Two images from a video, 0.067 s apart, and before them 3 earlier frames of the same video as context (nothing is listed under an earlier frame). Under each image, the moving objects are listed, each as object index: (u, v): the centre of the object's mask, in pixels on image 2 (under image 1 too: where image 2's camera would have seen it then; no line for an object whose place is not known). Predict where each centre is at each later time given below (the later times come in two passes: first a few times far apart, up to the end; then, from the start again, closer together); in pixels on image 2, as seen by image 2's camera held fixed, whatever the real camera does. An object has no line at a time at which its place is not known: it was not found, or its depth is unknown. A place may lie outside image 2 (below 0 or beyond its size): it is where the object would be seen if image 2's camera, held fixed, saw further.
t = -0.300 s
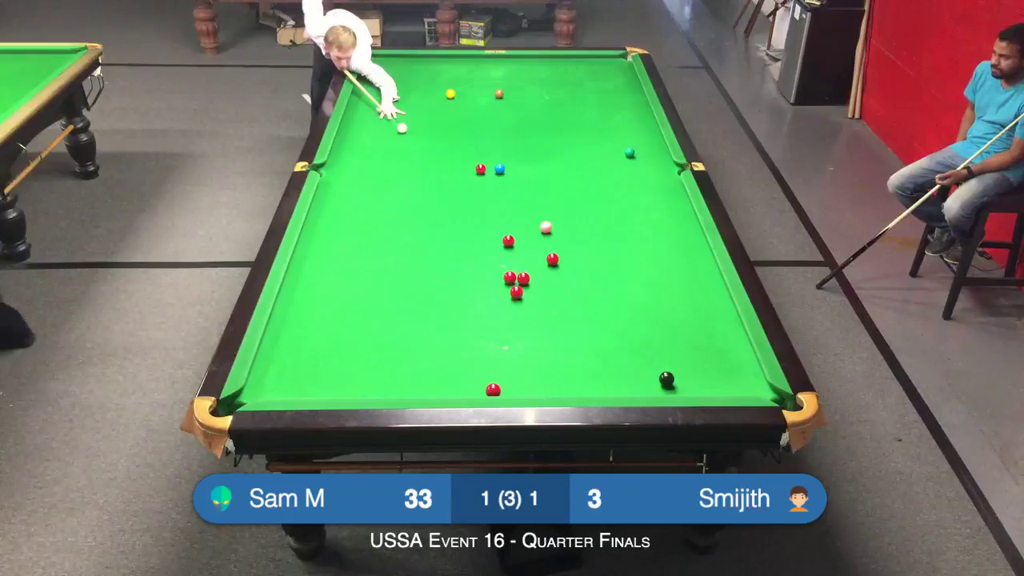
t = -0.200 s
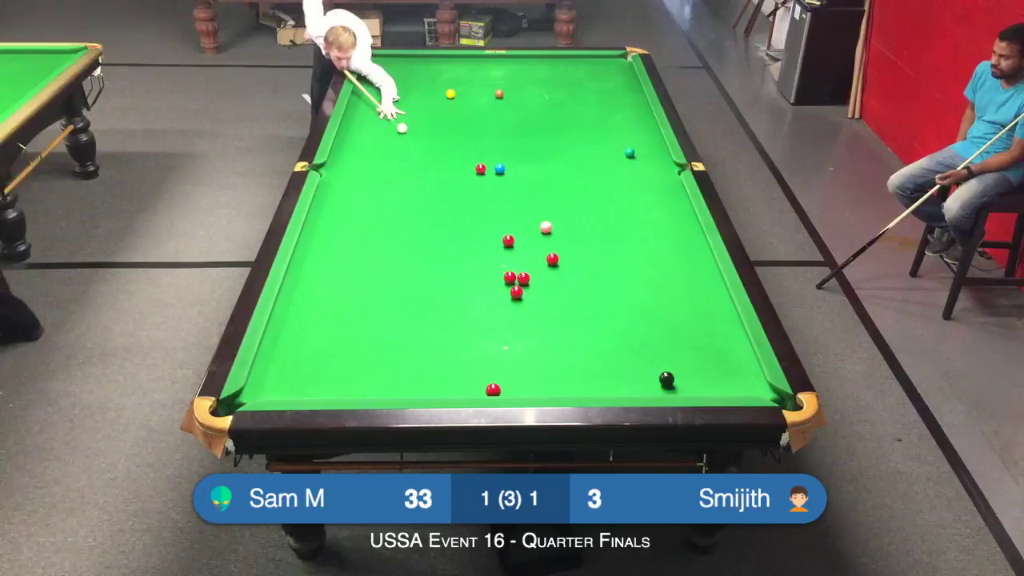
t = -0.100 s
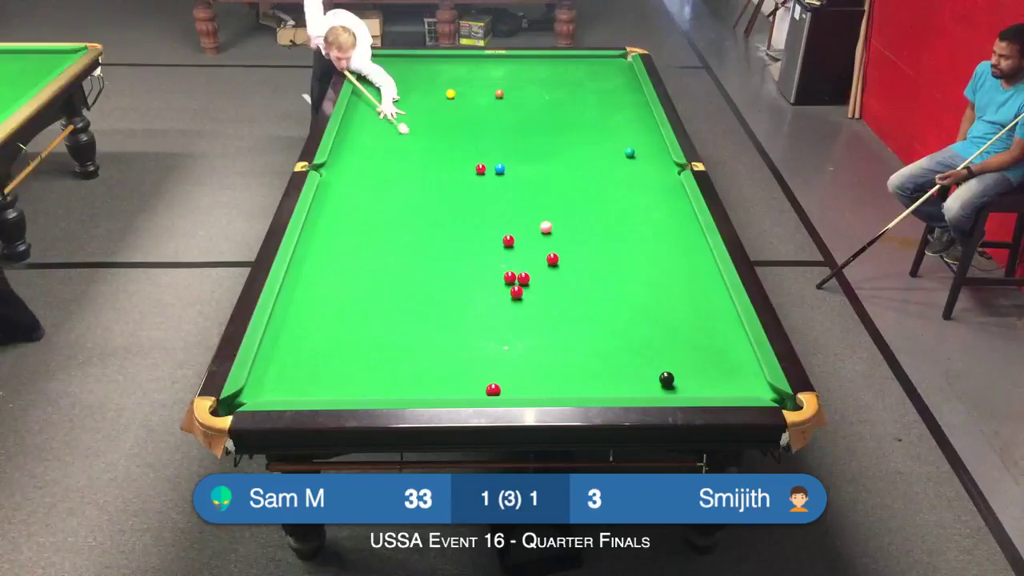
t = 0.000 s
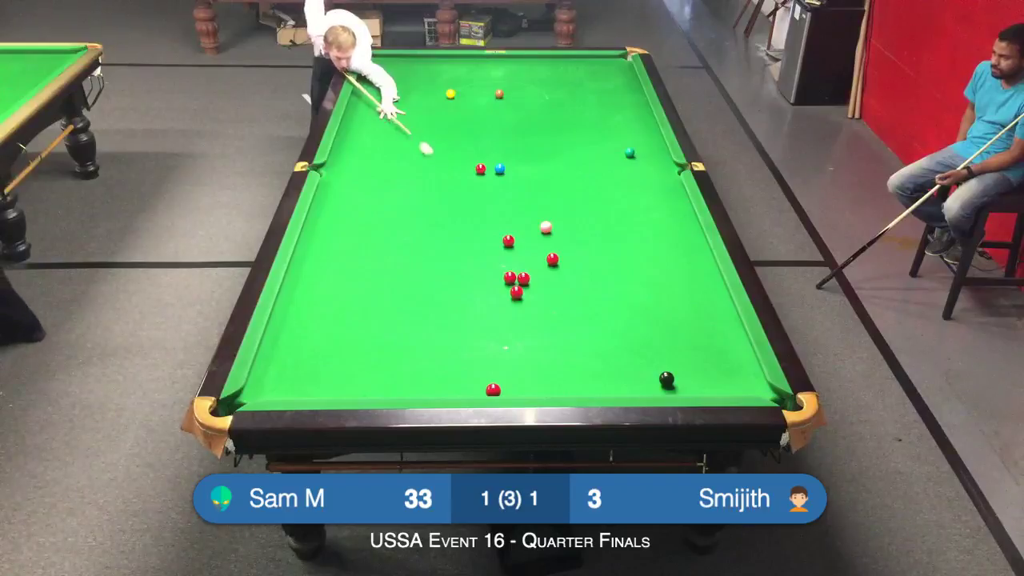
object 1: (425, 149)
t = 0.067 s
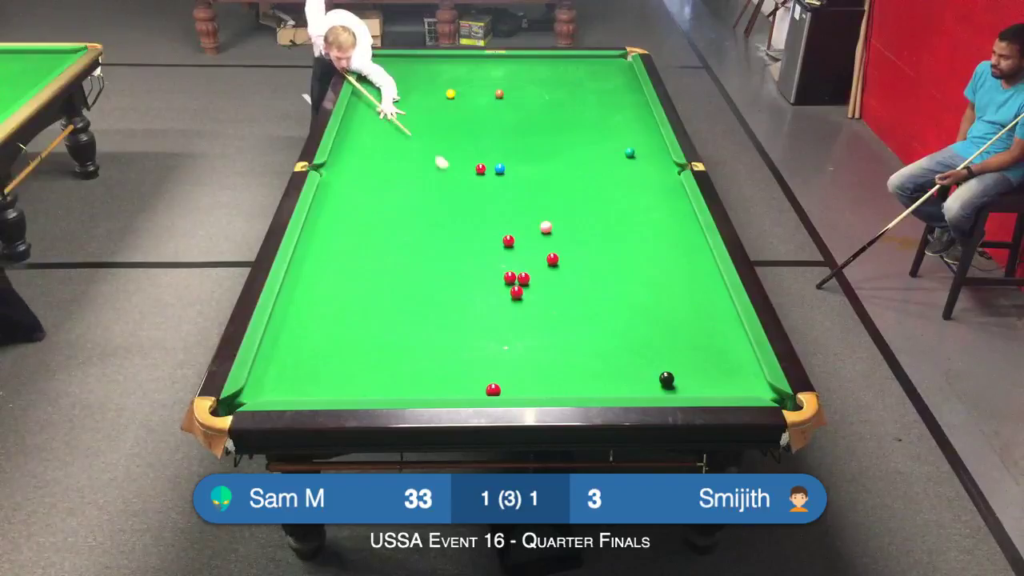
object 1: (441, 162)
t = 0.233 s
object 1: (480, 197)
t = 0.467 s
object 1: (532, 243)
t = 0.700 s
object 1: (537, 265)
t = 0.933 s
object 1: (537, 284)
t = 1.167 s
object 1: (538, 304)
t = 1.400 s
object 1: (538, 324)
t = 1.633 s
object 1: (538, 345)
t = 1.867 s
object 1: (538, 366)
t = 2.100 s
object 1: (538, 387)
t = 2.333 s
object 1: (537, 384)
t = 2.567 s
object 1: (534, 369)
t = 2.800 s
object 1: (532, 356)
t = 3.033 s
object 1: (529, 345)
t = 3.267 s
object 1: (527, 335)
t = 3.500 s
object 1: (525, 326)
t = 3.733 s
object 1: (524, 318)
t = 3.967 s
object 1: (522, 312)
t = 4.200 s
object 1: (521, 306)
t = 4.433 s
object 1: (520, 301)
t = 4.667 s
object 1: (519, 297)
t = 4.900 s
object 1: (519, 295)
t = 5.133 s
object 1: (519, 295)
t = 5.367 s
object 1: (519, 296)
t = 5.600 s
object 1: (519, 296)
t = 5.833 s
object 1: (519, 296)
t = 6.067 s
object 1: (519, 296)
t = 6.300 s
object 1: (519, 296)
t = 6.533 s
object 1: (519, 296)
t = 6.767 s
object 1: (519, 296)
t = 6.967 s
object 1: (519, 296)
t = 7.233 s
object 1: (519, 296)
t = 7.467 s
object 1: (519, 296)
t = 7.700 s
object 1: (519, 296)
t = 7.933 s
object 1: (519, 296)
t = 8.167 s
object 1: (519, 296)
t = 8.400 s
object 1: (519, 296)
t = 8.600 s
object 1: (519, 296)
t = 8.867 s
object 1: (519, 296)
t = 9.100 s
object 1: (519, 296)
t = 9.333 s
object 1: (519, 296)
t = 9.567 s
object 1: (519, 296)
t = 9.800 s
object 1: (519, 296)
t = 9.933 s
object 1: (519, 295)
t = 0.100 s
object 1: (449, 169)
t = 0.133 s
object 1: (457, 177)
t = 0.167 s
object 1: (465, 184)
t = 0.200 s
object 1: (472, 190)
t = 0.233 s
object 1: (480, 197)
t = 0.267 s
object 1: (487, 204)
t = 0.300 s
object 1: (495, 211)
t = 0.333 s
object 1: (502, 217)
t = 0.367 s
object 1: (509, 223)
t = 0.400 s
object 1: (517, 230)
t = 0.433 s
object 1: (524, 237)
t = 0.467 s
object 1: (532, 243)
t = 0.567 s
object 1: (543, 255)
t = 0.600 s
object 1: (541, 256)
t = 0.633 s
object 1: (538, 260)
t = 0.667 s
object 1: (537, 262)
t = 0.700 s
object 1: (537, 265)
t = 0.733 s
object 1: (537, 267)
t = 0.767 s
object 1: (537, 270)
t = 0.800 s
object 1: (537, 273)
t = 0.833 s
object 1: (537, 276)
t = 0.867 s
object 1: (537, 279)
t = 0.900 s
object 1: (537, 281)
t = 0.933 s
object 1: (537, 284)
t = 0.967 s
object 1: (537, 287)
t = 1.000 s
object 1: (537, 290)
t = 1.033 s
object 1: (537, 292)
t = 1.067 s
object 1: (538, 295)
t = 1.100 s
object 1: (537, 298)
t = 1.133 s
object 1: (538, 301)
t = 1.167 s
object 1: (538, 304)
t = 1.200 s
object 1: (537, 307)
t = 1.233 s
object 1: (538, 309)
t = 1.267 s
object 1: (538, 312)
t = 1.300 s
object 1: (538, 315)
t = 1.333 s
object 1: (538, 318)
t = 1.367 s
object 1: (538, 321)
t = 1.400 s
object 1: (538, 324)
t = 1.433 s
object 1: (538, 327)
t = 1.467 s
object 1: (538, 330)
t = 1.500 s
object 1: (538, 333)
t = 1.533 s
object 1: (538, 336)
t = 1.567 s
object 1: (538, 339)
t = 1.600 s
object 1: (538, 342)
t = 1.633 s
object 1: (538, 345)
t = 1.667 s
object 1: (538, 348)
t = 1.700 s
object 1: (538, 351)
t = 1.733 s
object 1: (538, 354)
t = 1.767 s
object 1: (538, 357)
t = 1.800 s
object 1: (538, 360)
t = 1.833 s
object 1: (538, 363)
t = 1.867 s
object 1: (538, 366)
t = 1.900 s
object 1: (538, 369)
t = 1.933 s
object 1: (538, 372)
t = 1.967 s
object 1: (538, 375)
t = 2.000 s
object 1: (538, 378)
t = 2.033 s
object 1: (538, 382)
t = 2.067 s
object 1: (538, 384)
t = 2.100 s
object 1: (538, 387)
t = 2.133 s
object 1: (538, 389)
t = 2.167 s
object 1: (538, 391)
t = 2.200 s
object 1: (538, 390)
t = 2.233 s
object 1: (537, 388)
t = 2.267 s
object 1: (537, 387)
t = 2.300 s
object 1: (537, 386)
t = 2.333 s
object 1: (537, 384)
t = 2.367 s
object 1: (536, 381)
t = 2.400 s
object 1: (536, 379)
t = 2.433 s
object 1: (535, 377)
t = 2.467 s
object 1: (535, 375)
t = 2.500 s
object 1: (535, 373)
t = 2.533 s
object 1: (534, 371)
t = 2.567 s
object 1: (534, 369)
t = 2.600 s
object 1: (534, 367)
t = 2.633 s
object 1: (533, 365)
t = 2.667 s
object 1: (533, 363)
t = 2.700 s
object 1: (533, 362)
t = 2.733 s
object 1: (532, 360)
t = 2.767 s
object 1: (532, 358)
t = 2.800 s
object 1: (532, 356)
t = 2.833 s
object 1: (531, 355)
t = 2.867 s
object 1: (531, 353)
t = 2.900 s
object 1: (531, 351)
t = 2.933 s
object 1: (530, 350)
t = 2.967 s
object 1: (530, 348)
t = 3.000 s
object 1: (530, 347)
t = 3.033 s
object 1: (529, 345)
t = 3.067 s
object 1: (529, 344)
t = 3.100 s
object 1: (529, 342)
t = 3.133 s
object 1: (528, 340)
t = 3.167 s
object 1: (528, 339)
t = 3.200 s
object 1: (527, 338)
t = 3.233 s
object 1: (527, 336)
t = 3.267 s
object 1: (527, 335)
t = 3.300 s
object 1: (527, 333)
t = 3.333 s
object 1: (527, 332)
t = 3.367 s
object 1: (526, 331)
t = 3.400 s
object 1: (526, 330)
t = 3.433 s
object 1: (526, 328)
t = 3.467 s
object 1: (526, 327)
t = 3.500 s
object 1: (525, 326)
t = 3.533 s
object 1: (525, 325)
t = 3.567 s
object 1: (525, 324)
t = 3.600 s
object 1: (525, 322)
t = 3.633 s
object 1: (524, 322)
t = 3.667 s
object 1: (524, 320)
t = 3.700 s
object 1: (524, 319)
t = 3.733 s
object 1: (524, 318)
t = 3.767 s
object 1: (524, 317)
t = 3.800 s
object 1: (523, 316)
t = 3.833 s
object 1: (523, 315)
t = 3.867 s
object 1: (523, 314)
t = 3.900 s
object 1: (523, 314)
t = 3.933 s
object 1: (523, 313)
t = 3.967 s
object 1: (522, 312)
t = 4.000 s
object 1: (522, 310)
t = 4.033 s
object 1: (522, 310)
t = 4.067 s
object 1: (522, 309)
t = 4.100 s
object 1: (522, 308)
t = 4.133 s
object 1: (522, 308)
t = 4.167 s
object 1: (521, 307)
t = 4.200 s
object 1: (521, 306)
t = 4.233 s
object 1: (521, 305)
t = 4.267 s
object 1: (521, 304)
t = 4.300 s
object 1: (521, 304)
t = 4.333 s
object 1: (521, 303)
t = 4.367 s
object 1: (521, 302)
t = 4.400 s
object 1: (521, 301)
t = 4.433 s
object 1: (520, 301)
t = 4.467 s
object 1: (520, 300)
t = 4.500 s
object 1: (520, 300)
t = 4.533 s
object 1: (520, 299)
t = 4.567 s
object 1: (520, 298)
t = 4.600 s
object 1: (520, 298)
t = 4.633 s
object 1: (520, 297)
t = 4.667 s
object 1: (519, 297)
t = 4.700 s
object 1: (519, 296)
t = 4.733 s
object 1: (519, 296)
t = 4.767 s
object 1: (519, 296)
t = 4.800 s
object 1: (519, 296)
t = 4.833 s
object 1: (519, 295)
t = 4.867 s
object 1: (519, 295)
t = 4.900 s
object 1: (519, 295)
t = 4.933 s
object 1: (519, 295)
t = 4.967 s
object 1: (519, 295)
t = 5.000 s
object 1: (519, 295)
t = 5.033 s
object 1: (519, 295)
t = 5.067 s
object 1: (519, 295)
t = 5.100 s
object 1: (519, 295)
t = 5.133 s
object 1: (519, 295)
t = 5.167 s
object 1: (519, 295)
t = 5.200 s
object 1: (519, 296)
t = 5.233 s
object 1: (519, 296)
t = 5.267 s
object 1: (519, 296)
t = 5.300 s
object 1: (519, 296)
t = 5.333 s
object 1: (519, 296)
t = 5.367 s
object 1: (519, 296)
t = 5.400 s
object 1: (519, 296)
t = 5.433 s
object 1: (519, 296)
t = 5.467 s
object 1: (519, 296)
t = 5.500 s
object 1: (519, 296)
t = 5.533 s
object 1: (519, 296)
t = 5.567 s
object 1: (519, 296)
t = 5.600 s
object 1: (519, 296)
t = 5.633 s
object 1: (519, 296)
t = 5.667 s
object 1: (519, 296)
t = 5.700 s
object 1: (519, 296)
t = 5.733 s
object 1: (519, 296)
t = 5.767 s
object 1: (519, 296)
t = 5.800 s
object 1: (519, 296)
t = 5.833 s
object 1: (519, 296)
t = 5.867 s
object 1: (519, 296)
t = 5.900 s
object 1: (519, 296)
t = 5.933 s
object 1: (519, 296)
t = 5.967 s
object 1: (519, 296)
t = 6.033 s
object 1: (519, 296)
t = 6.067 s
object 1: (519, 296)
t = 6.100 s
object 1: (519, 296)
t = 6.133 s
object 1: (519, 296)
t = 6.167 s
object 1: (519, 296)
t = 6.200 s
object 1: (519, 296)
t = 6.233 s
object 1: (519, 296)
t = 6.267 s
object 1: (519, 296)
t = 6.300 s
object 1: (519, 296)
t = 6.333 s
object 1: (519, 296)
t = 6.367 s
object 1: (519, 296)
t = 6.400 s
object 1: (519, 296)
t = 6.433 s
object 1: (519, 296)
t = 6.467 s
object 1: (519, 296)
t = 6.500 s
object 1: (519, 296)
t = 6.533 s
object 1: (519, 296)
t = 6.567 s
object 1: (519, 296)
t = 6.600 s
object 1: (519, 296)
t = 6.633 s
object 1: (519, 296)
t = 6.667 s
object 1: (519, 296)
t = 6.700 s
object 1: (519, 296)
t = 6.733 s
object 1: (519, 296)
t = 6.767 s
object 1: (519, 296)
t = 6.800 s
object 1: (519, 296)
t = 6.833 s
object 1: (519, 296)
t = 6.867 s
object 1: (519, 296)
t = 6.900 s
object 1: (519, 296)
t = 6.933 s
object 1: (519, 296)
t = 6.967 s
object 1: (519, 296)
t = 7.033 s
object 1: (519, 296)
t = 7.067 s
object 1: (519, 296)
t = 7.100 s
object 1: (519, 296)
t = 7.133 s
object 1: (519, 296)
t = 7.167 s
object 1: (519, 296)
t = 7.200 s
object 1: (519, 296)
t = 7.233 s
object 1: (519, 296)
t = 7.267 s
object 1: (519, 296)
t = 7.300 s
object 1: (519, 296)
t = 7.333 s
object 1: (519, 296)
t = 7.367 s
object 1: (519, 296)
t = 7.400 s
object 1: (519, 296)
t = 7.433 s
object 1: (519, 296)
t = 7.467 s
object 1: (519, 296)
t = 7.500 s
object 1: (519, 296)
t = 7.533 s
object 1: (519, 296)
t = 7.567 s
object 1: (519, 296)
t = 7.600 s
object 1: (519, 296)
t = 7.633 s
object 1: (519, 296)
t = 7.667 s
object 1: (519, 296)
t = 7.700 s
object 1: (519, 296)
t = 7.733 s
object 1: (519, 296)
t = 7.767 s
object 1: (519, 296)
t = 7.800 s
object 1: (519, 296)
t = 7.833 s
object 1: (519, 296)
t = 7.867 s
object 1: (519, 296)
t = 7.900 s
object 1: (519, 296)
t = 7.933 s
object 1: (519, 296)
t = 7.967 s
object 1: (519, 296)
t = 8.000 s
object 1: (519, 296)
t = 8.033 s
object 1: (519, 296)
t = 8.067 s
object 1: (519, 296)
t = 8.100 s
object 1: (519, 296)
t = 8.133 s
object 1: (519, 296)
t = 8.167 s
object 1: (519, 296)
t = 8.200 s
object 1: (519, 296)
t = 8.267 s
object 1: (519, 296)
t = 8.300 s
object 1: (519, 296)
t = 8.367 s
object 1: (519, 296)
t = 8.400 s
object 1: (519, 296)
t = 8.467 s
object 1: (519, 296)
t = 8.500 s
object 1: (519, 296)
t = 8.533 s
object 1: (519, 296)
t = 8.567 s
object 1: (519, 296)
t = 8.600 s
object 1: (519, 296)
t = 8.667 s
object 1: (519, 296)
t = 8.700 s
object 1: (519, 296)
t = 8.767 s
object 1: (519, 296)
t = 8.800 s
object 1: (519, 296)
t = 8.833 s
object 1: (519, 296)
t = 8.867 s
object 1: (519, 296)
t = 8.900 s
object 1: (519, 296)
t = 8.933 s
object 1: (519, 296)
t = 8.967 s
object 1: (519, 296)
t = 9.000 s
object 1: (519, 296)
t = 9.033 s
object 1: (519, 296)
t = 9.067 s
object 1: (519, 296)
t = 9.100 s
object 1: (519, 296)
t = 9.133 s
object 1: (519, 296)
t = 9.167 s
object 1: (519, 296)
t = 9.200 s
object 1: (519, 296)
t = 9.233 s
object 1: (519, 296)
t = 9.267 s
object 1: (519, 296)
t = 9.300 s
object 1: (519, 296)
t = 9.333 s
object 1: (519, 296)
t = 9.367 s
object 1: (519, 296)
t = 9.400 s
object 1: (519, 296)
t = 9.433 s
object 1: (519, 296)
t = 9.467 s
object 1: (519, 296)
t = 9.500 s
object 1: (519, 296)
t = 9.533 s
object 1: (519, 296)
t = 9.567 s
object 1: (519, 296)
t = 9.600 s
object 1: (519, 296)
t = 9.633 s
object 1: (519, 296)
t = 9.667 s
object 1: (519, 296)
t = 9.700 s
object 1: (519, 296)
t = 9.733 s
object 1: (519, 296)
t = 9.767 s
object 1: (519, 295)
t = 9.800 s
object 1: (519, 296)
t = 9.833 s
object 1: (519, 296)
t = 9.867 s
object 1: (519, 295)
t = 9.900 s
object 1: (520, 296)
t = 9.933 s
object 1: (519, 295)
